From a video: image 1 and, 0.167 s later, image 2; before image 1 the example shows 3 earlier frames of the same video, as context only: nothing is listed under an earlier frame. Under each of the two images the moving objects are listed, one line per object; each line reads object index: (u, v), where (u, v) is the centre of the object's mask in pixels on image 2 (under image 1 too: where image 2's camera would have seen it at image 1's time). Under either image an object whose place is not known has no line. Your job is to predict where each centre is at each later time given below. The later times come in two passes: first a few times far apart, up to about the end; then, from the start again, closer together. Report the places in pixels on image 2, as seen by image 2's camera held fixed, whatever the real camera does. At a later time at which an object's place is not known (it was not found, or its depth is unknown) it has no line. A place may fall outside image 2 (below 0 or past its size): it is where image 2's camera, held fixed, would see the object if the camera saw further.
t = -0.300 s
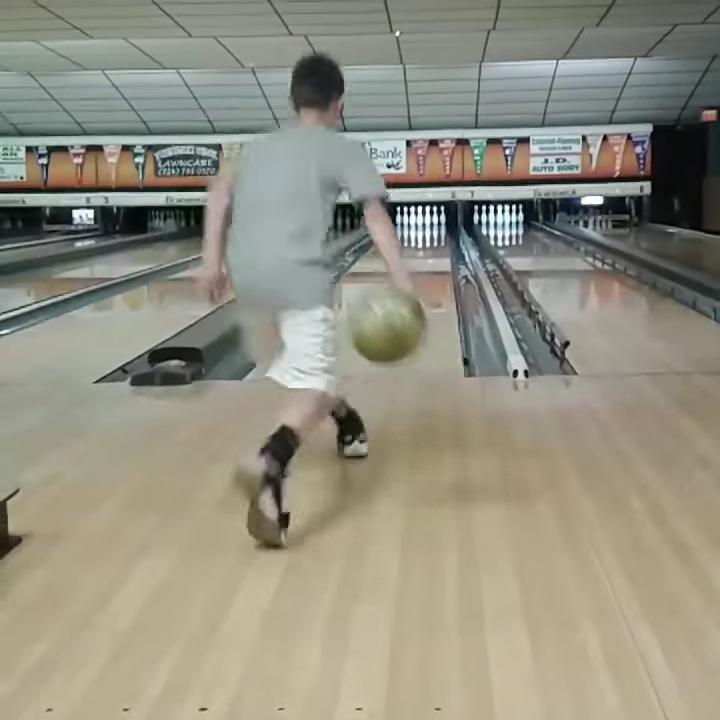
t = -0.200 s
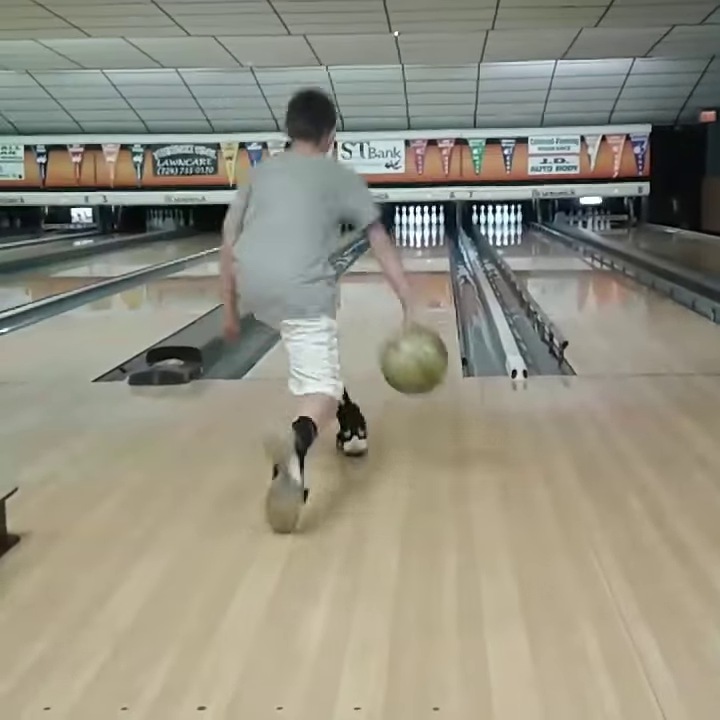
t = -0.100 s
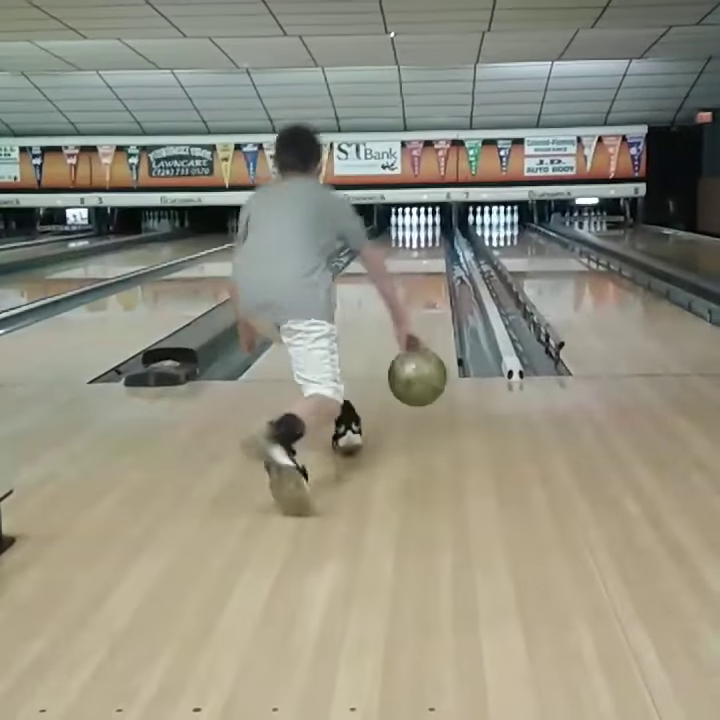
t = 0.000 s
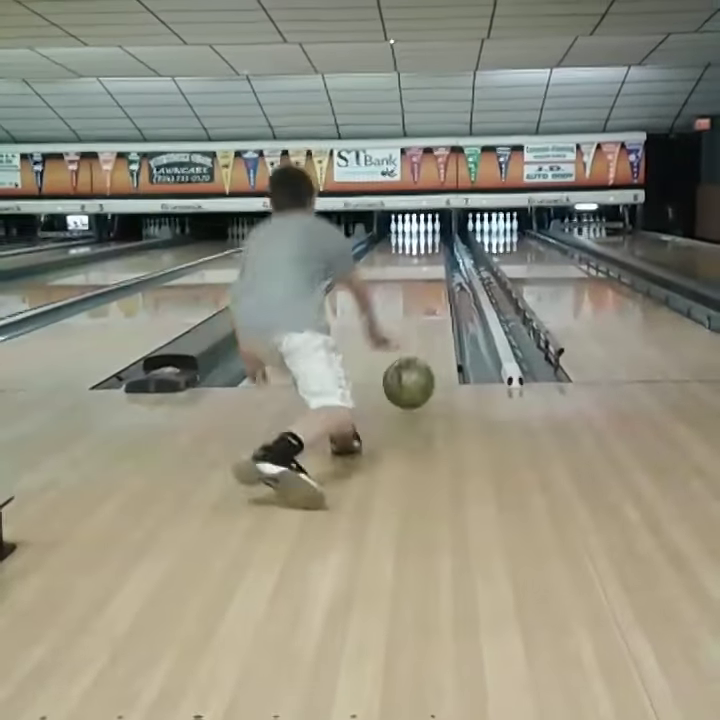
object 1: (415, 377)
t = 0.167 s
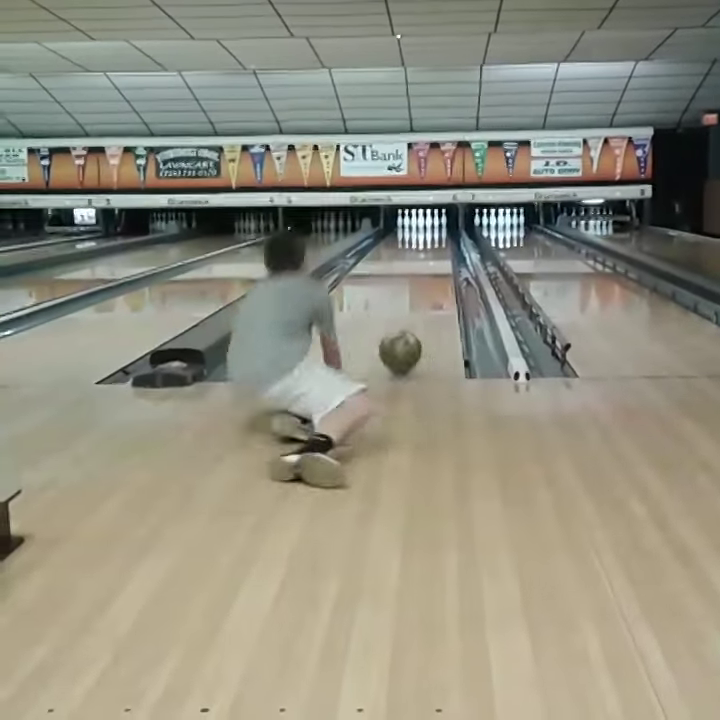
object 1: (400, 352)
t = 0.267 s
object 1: (393, 337)
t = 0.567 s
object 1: (379, 303)
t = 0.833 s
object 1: (372, 282)
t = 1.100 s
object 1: (367, 270)
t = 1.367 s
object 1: (361, 260)
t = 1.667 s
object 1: (355, 256)
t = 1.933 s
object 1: (352, 242)
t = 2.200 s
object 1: (360, 239)
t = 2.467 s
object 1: (362, 237)
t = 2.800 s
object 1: (373, 252)
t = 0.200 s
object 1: (397, 346)
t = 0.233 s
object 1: (395, 342)
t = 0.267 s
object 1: (393, 337)
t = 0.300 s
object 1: (391, 332)
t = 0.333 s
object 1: (390, 328)
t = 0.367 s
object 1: (387, 323)
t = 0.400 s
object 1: (386, 320)
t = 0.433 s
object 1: (385, 316)
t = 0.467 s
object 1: (384, 314)
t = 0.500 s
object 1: (381, 310)
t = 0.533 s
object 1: (380, 306)
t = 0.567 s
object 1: (379, 303)
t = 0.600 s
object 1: (378, 300)
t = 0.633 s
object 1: (377, 297)
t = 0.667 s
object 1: (376, 296)
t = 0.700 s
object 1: (375, 294)
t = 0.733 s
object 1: (375, 292)
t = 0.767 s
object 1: (374, 289)
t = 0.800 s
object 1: (373, 286)
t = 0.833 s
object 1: (372, 282)
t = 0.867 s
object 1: (371, 281)
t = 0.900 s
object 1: (370, 279)
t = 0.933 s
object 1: (369, 279)
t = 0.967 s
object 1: (369, 277)
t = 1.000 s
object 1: (368, 275)
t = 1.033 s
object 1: (367, 272)
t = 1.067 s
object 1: (367, 270)
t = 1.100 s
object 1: (367, 270)
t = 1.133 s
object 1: (367, 270)
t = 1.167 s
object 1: (366, 268)
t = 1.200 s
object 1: (364, 267)
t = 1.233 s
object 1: (364, 265)
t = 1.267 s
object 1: (363, 264)
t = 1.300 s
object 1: (362, 261)
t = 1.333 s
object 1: (362, 260)
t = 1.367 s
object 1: (361, 260)
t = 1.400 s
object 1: (361, 260)
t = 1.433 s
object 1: (362, 259)
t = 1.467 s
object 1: (361, 258)
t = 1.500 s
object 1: (360, 255)
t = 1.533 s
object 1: (359, 252)
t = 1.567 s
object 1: (358, 252)
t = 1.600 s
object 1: (356, 255)
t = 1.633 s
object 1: (356, 256)
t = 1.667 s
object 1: (355, 256)
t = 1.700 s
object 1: (354, 257)
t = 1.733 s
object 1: (350, 258)
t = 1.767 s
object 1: (348, 258)
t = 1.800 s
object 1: (350, 258)
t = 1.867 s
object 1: (351, 256)
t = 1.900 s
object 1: (353, 248)
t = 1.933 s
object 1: (352, 242)
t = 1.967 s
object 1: (352, 241)
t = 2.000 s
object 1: (351, 241)
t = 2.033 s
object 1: (353, 240)
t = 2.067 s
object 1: (356, 241)
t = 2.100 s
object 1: (358, 241)
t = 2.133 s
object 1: (359, 240)
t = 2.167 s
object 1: (359, 239)
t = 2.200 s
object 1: (360, 239)
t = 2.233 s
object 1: (362, 239)
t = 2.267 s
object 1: (362, 238)
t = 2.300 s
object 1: (360, 237)
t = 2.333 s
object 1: (360, 235)
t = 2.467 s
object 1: (362, 237)
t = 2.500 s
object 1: (364, 248)
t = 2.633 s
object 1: (371, 238)
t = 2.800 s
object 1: (373, 252)
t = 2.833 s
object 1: (367, 243)
